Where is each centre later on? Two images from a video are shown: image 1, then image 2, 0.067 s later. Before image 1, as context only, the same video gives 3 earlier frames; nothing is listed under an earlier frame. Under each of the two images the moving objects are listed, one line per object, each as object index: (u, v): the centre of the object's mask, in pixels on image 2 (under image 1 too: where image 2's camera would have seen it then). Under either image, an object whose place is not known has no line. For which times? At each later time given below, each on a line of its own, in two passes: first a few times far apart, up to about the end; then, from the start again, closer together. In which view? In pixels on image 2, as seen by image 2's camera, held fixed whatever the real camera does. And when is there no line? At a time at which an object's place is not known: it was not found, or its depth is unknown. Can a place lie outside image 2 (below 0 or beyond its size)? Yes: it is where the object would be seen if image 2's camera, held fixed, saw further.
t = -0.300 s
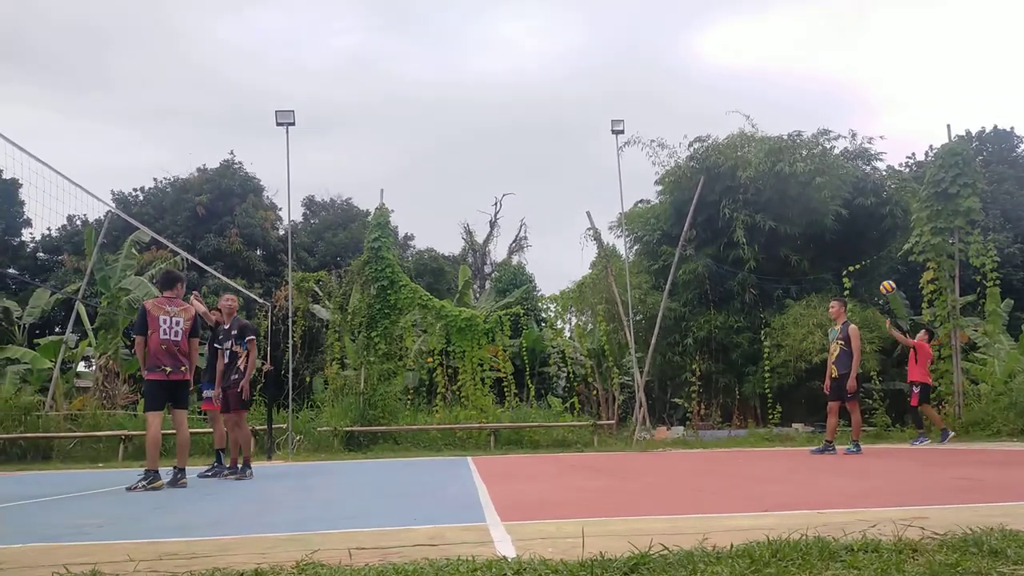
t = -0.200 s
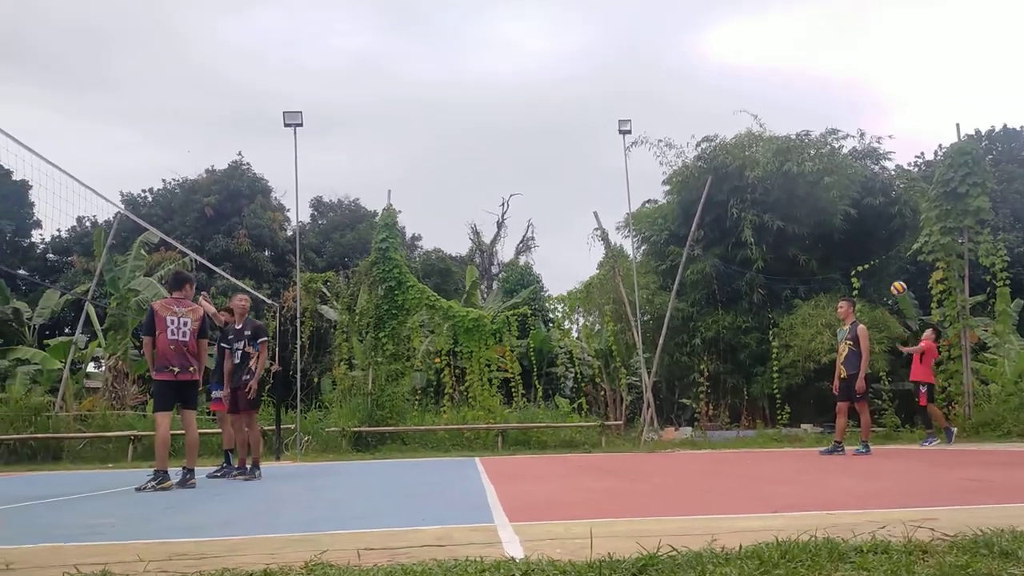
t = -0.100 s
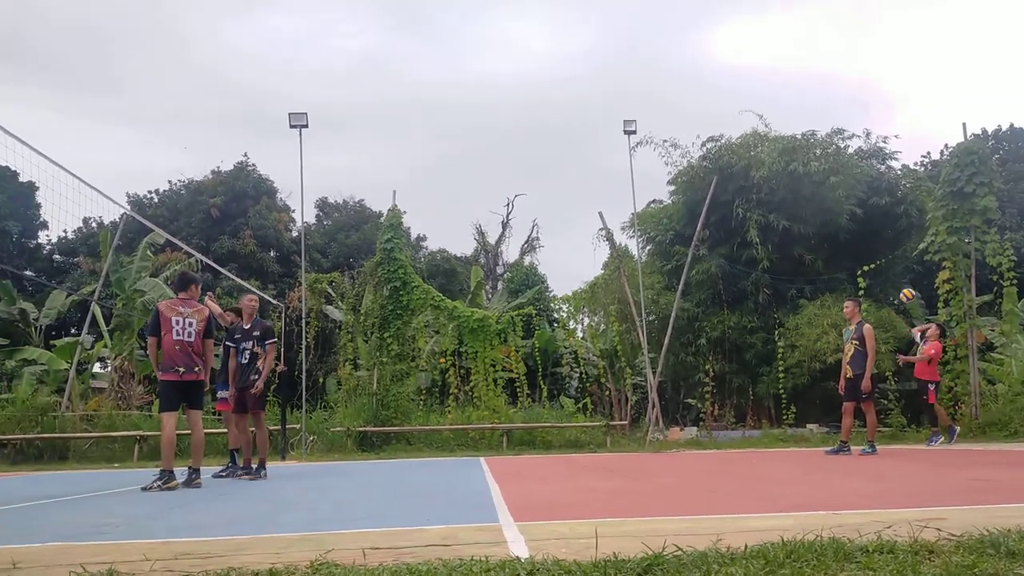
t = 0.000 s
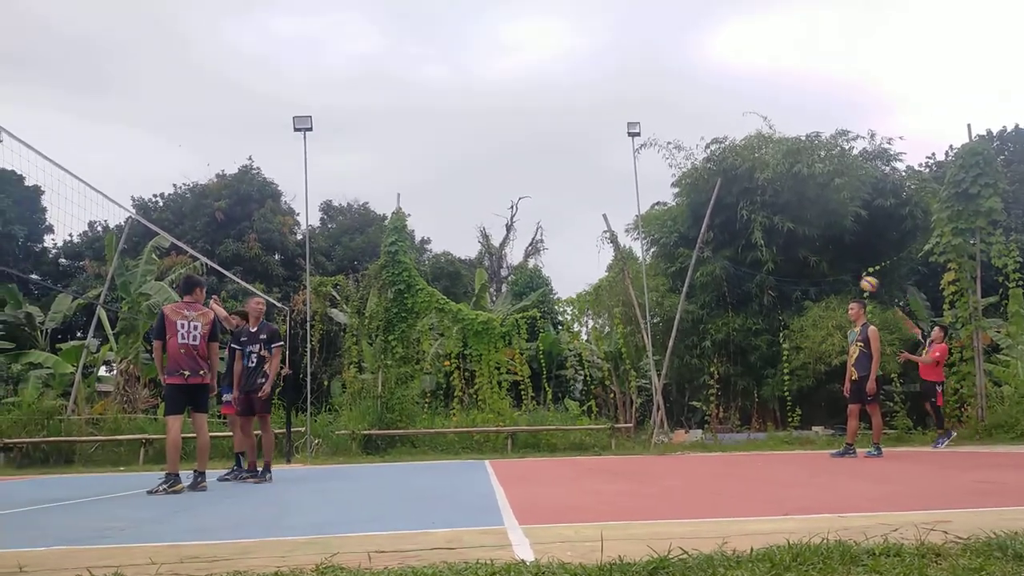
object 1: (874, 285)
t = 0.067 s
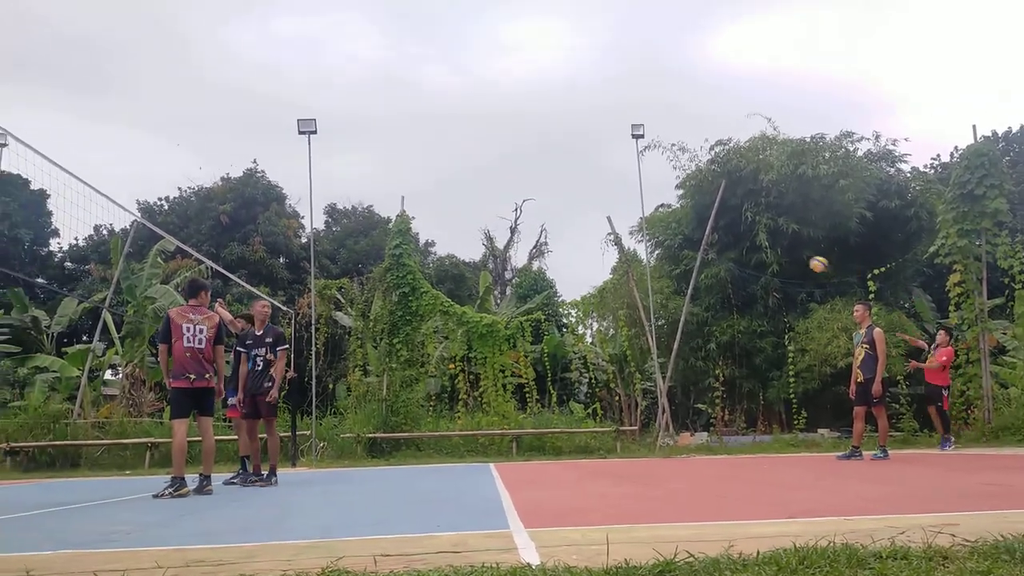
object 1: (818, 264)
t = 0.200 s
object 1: (701, 224)
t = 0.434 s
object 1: (479, 169)
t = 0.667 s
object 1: (212, 133)
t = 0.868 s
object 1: (-84, 135)
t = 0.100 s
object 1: (790, 254)
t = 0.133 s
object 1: (761, 244)
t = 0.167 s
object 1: (731, 234)
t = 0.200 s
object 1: (701, 224)
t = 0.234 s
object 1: (672, 215)
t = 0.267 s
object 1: (640, 209)
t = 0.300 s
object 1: (610, 200)
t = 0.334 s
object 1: (579, 191)
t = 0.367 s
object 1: (546, 184)
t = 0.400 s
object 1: (513, 177)
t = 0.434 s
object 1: (479, 169)
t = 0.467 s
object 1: (445, 163)
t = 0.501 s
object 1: (409, 157)
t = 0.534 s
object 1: (372, 151)
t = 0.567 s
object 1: (334, 146)
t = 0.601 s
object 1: (294, 142)
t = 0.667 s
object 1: (212, 133)
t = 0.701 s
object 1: (168, 130)
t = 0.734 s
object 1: (122, 129)
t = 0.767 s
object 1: (74, 129)
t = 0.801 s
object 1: (24, 130)
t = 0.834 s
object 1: (-28, 131)
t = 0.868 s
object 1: (-84, 135)
